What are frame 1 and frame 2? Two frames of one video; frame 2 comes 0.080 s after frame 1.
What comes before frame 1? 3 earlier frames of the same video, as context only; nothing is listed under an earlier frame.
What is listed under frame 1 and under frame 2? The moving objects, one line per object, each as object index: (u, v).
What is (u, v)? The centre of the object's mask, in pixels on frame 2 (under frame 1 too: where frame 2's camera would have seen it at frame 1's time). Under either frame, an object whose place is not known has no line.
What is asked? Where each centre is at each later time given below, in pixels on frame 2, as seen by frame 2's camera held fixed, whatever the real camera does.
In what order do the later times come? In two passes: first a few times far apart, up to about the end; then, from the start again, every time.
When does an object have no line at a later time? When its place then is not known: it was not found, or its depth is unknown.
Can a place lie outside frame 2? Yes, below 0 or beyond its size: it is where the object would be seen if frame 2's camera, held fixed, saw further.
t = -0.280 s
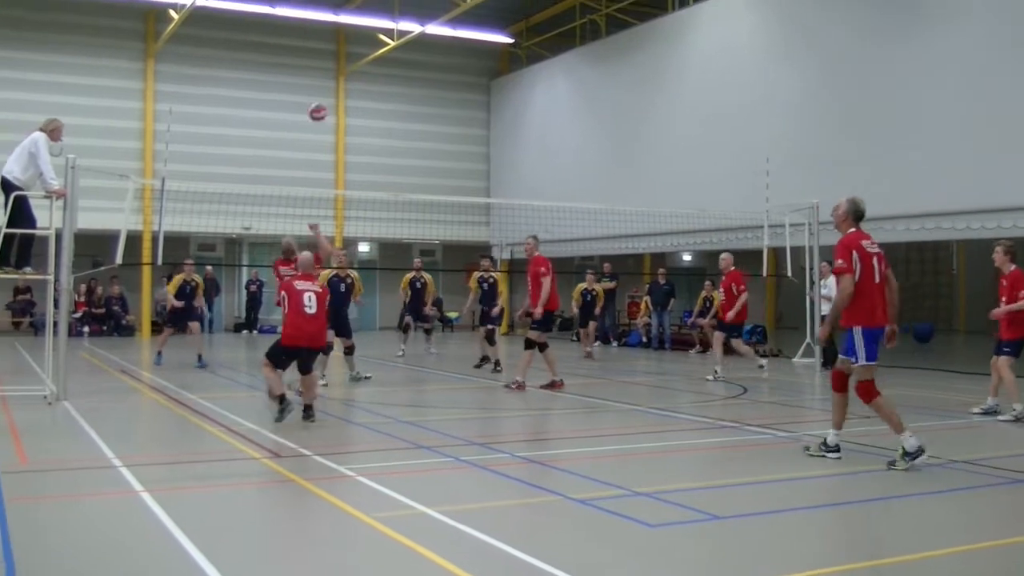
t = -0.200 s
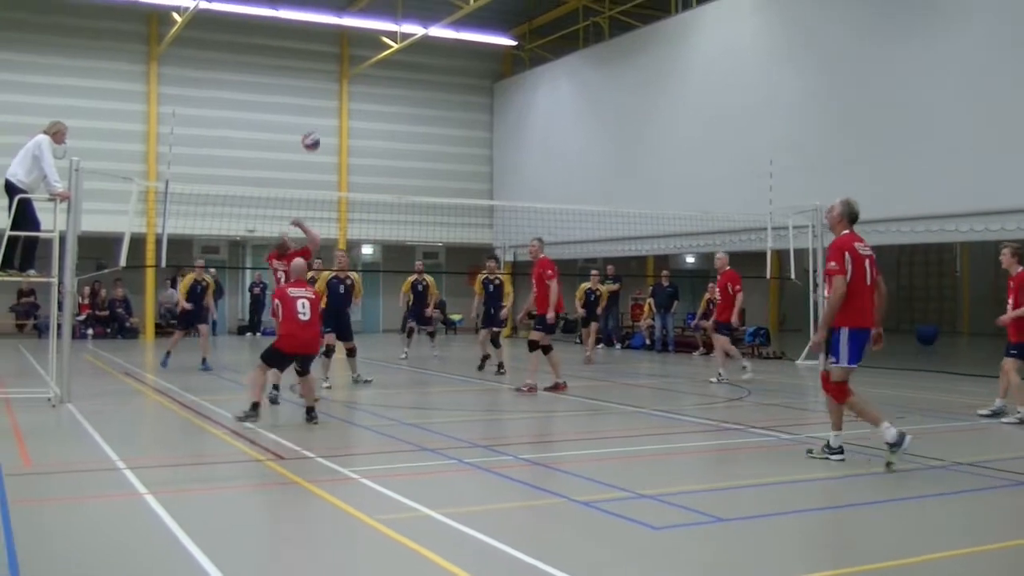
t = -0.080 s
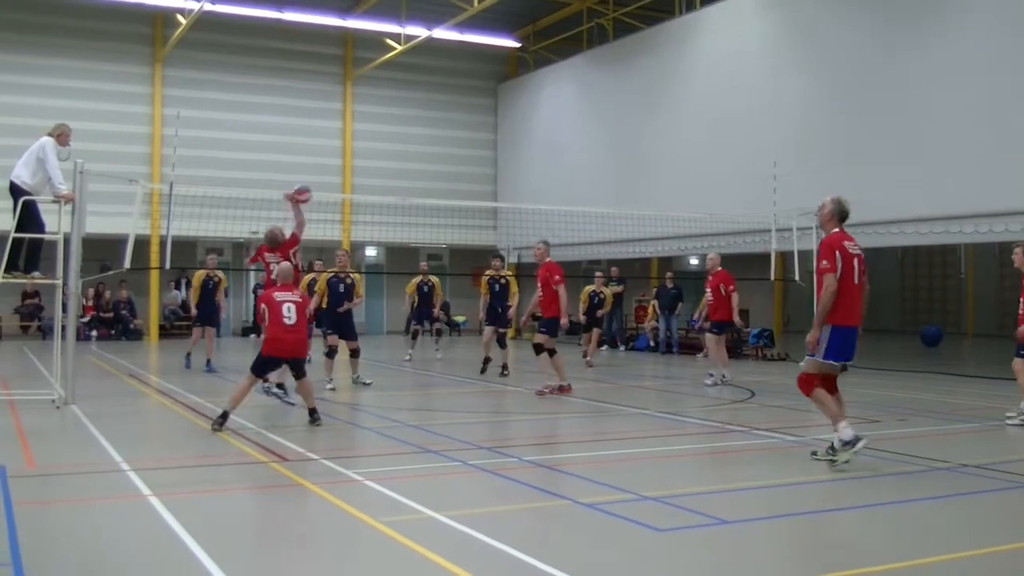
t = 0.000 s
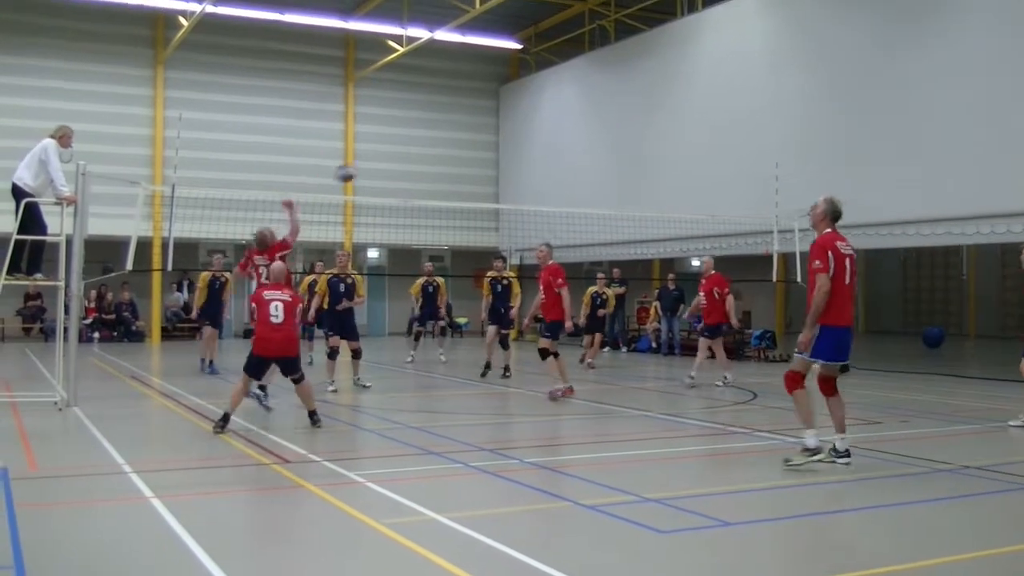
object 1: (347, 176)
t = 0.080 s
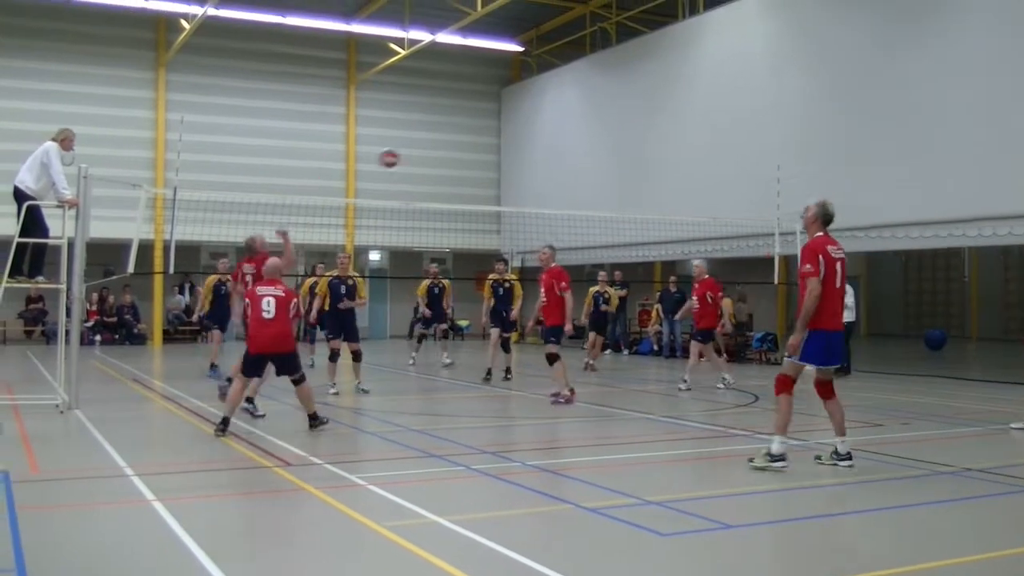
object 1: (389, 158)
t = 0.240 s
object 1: (474, 141)
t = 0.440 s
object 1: (582, 156)
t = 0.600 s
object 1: (669, 196)
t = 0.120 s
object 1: (409, 151)
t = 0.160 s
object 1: (431, 148)
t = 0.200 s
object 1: (452, 143)
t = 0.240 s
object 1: (474, 141)
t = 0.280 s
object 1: (495, 140)
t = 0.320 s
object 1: (517, 142)
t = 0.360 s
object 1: (540, 144)
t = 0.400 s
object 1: (560, 149)
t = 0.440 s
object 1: (582, 156)
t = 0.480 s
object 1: (604, 163)
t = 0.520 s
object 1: (626, 173)
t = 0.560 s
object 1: (646, 183)
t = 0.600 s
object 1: (669, 196)
